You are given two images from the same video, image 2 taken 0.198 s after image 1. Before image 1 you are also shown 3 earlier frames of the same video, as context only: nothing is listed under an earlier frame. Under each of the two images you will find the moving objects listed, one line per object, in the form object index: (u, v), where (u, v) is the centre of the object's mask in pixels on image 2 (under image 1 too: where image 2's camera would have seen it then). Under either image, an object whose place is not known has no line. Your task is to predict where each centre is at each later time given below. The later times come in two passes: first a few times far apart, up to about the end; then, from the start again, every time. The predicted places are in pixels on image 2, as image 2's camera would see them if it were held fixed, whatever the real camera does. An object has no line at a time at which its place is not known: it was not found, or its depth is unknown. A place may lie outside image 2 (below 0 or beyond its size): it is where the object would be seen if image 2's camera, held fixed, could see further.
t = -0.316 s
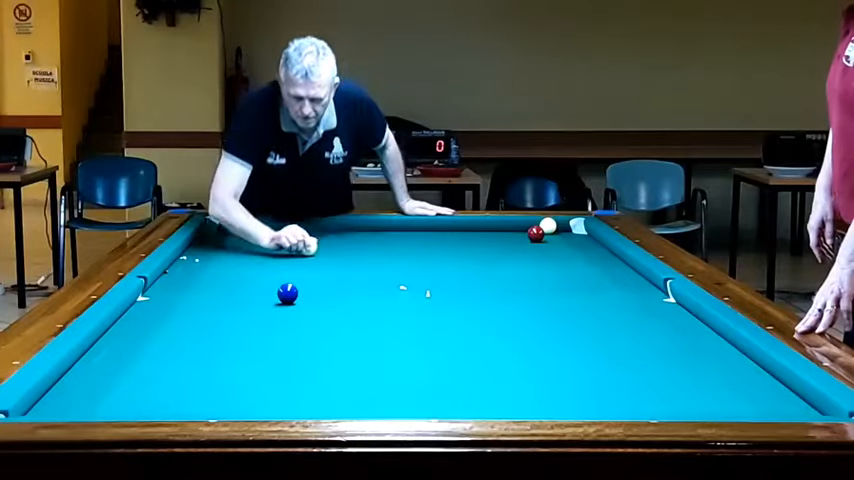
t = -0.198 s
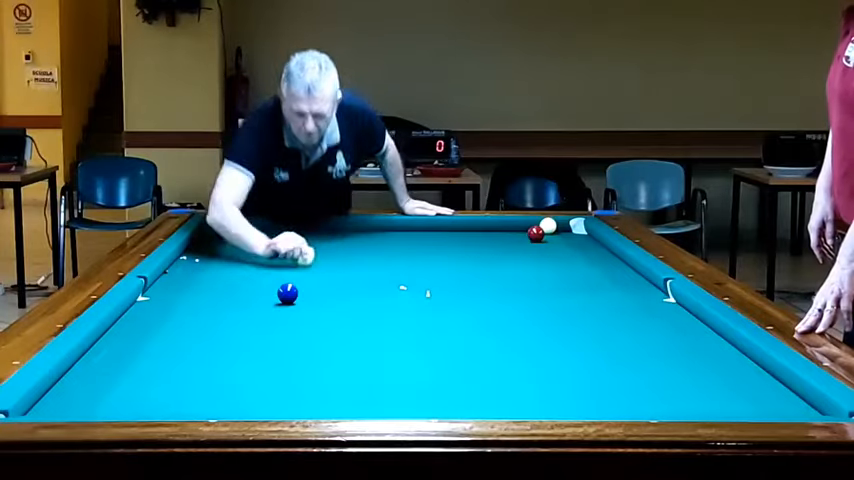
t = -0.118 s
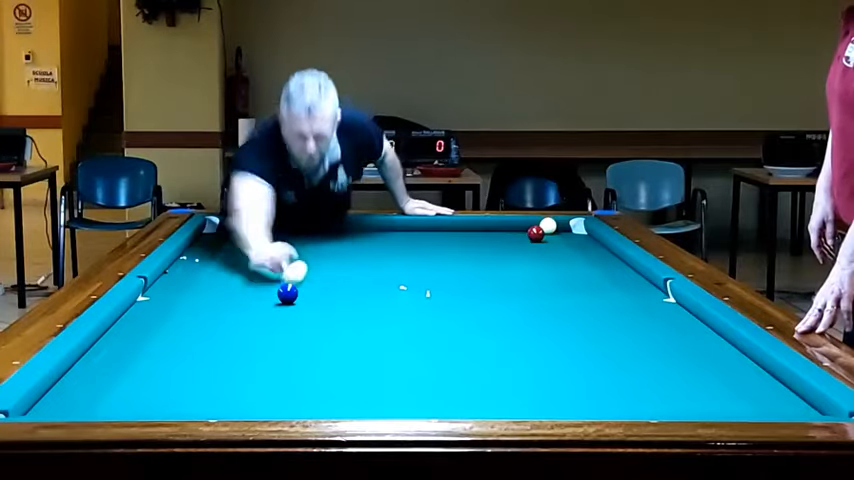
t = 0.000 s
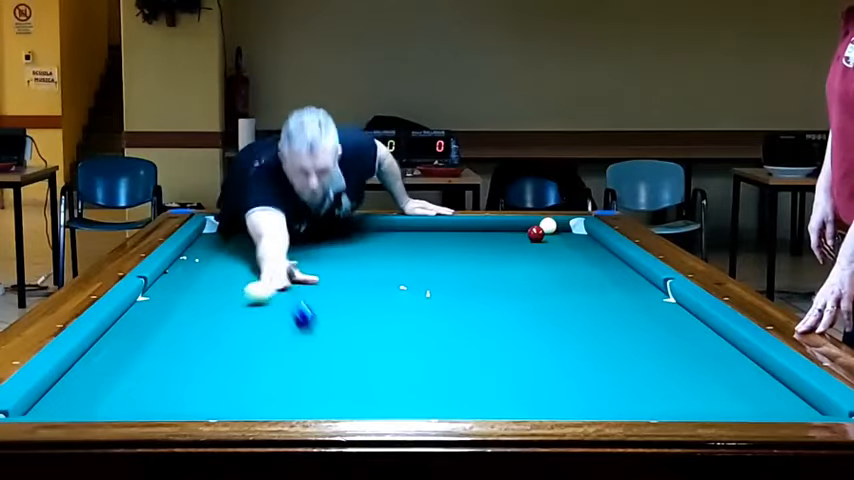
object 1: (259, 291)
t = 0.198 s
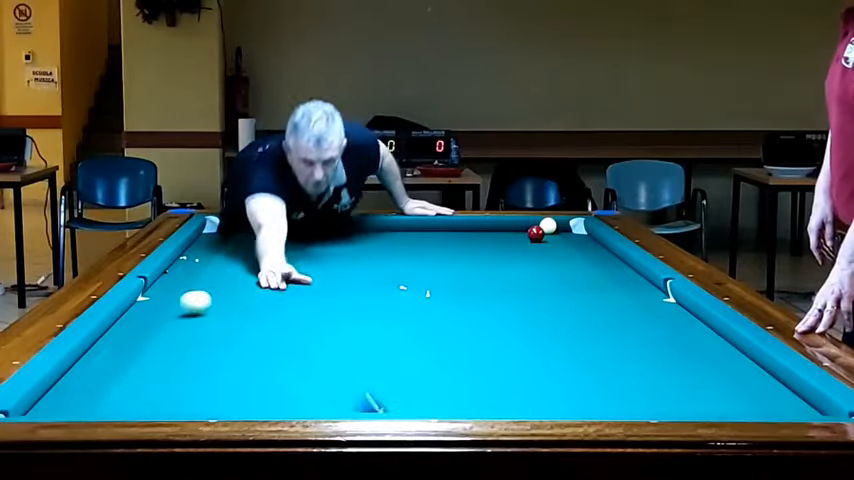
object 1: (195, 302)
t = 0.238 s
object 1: (184, 304)
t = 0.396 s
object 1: (139, 311)
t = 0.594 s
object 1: (153, 318)
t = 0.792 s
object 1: (170, 325)
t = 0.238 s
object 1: (184, 304)
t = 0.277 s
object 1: (173, 306)
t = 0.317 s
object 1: (162, 307)
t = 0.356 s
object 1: (151, 308)
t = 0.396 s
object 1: (139, 311)
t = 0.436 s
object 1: (133, 313)
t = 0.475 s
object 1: (139, 315)
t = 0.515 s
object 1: (144, 316)
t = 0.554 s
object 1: (149, 317)
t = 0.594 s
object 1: (153, 318)
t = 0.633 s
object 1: (156, 320)
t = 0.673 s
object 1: (159, 321)
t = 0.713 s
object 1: (163, 323)
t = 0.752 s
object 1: (166, 324)
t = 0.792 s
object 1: (170, 325)
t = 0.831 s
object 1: (174, 327)
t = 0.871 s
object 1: (177, 328)
